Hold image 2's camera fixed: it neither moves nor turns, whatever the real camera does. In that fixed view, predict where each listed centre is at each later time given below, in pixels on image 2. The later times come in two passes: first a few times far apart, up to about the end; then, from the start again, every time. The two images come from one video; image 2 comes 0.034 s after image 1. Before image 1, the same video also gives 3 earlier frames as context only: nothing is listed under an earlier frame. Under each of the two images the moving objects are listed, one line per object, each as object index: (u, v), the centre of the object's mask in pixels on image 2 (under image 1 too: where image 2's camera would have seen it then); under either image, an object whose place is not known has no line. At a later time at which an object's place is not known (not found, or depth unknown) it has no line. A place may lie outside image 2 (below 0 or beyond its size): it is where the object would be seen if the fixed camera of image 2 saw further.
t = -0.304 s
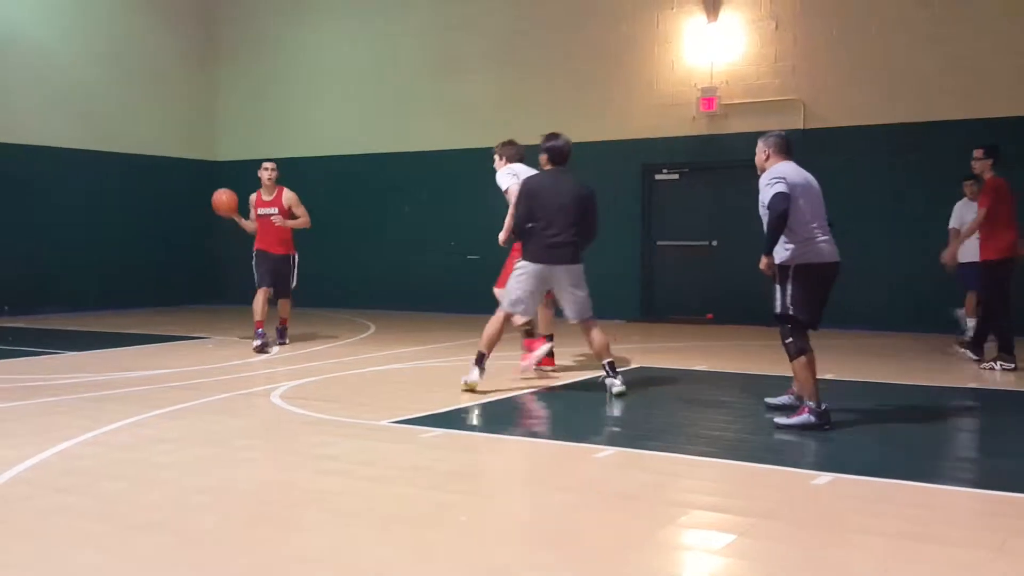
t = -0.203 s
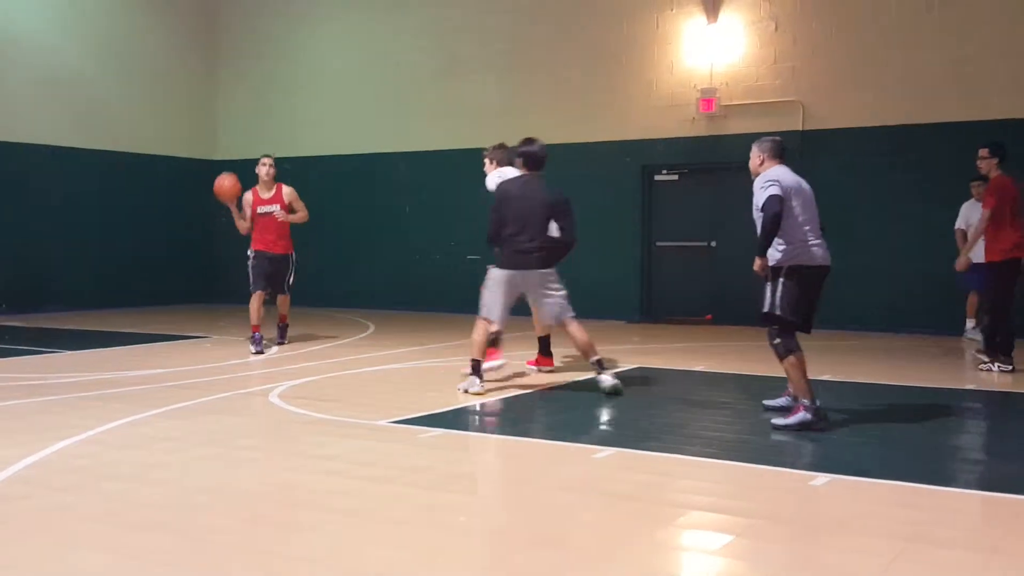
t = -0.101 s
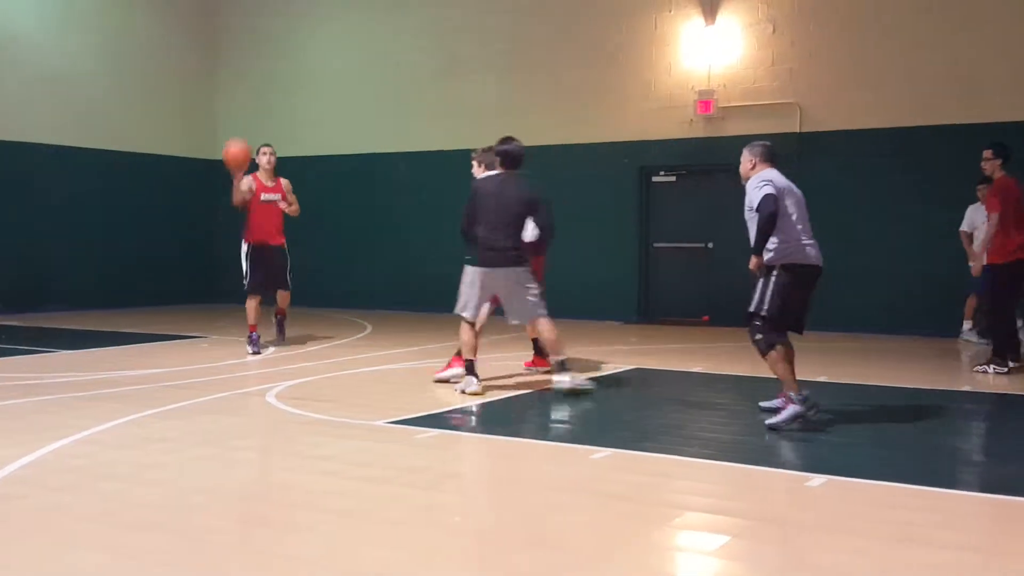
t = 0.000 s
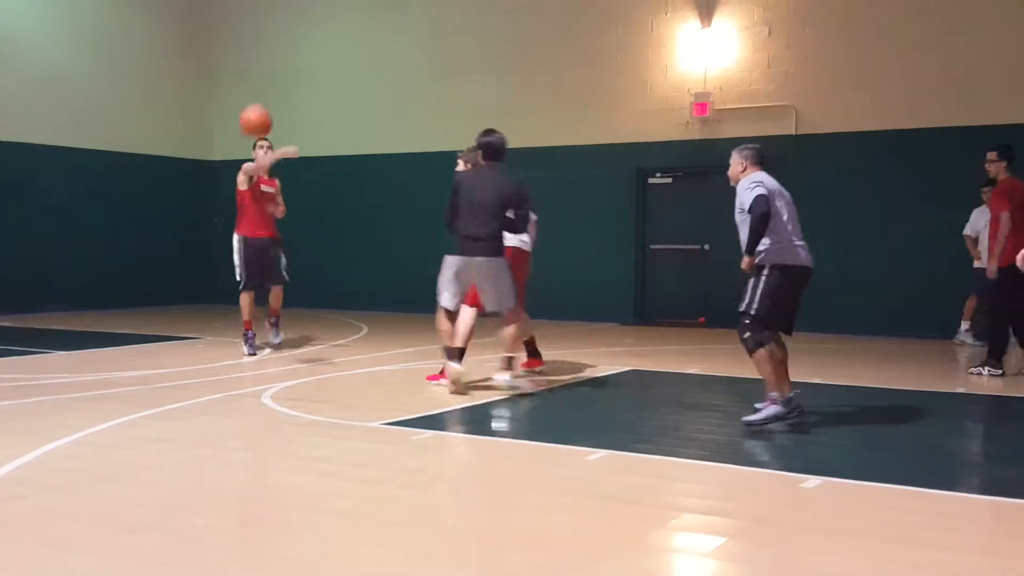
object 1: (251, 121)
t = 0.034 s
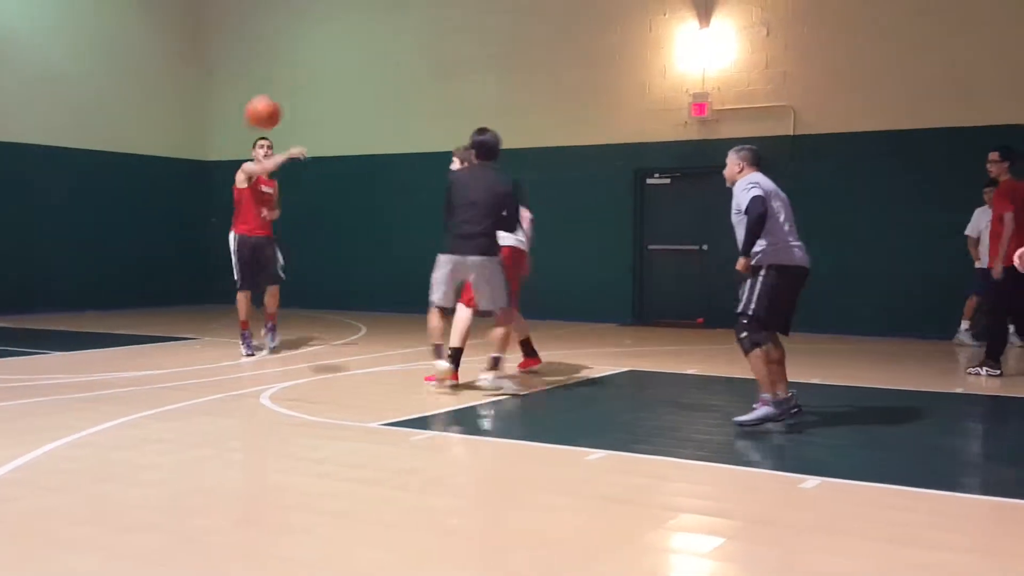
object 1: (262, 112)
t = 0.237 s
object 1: (337, 77)
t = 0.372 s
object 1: (421, 86)
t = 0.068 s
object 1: (278, 106)
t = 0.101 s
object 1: (288, 98)
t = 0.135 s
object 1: (299, 91)
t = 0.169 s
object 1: (310, 85)
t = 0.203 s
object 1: (322, 81)
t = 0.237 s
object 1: (337, 77)
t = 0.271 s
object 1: (355, 76)
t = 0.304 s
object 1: (374, 77)
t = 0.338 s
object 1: (397, 80)
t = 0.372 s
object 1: (421, 86)
